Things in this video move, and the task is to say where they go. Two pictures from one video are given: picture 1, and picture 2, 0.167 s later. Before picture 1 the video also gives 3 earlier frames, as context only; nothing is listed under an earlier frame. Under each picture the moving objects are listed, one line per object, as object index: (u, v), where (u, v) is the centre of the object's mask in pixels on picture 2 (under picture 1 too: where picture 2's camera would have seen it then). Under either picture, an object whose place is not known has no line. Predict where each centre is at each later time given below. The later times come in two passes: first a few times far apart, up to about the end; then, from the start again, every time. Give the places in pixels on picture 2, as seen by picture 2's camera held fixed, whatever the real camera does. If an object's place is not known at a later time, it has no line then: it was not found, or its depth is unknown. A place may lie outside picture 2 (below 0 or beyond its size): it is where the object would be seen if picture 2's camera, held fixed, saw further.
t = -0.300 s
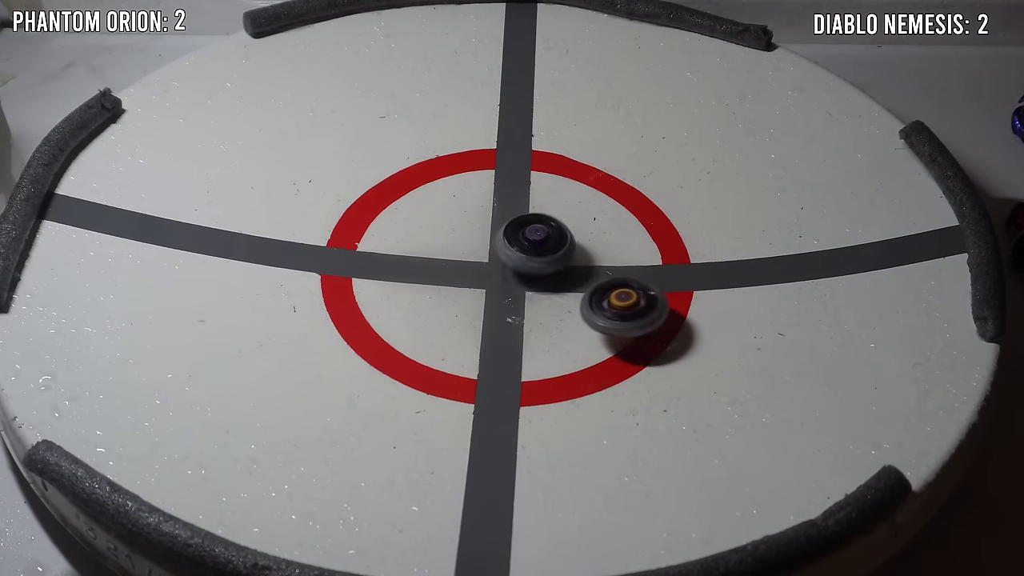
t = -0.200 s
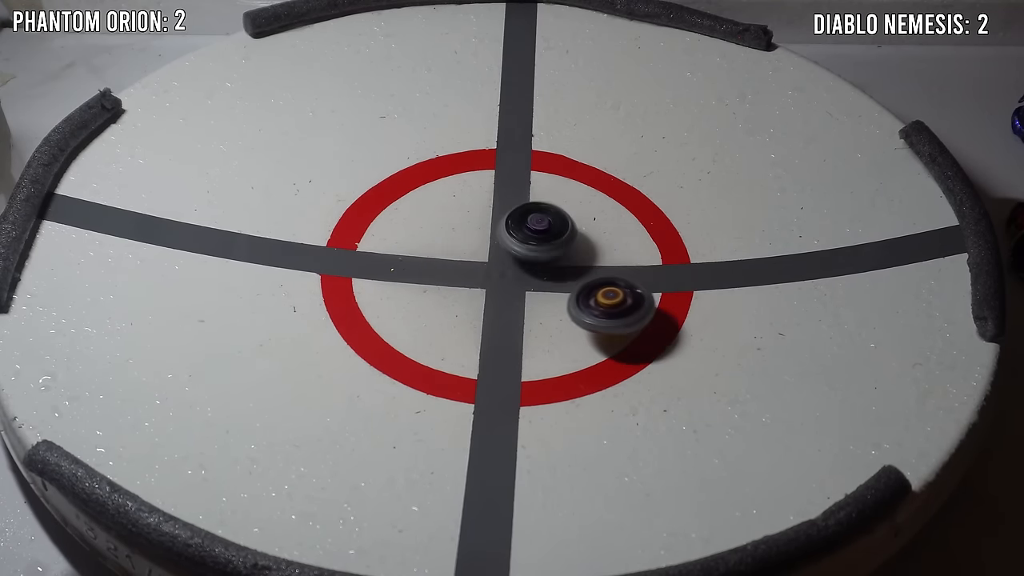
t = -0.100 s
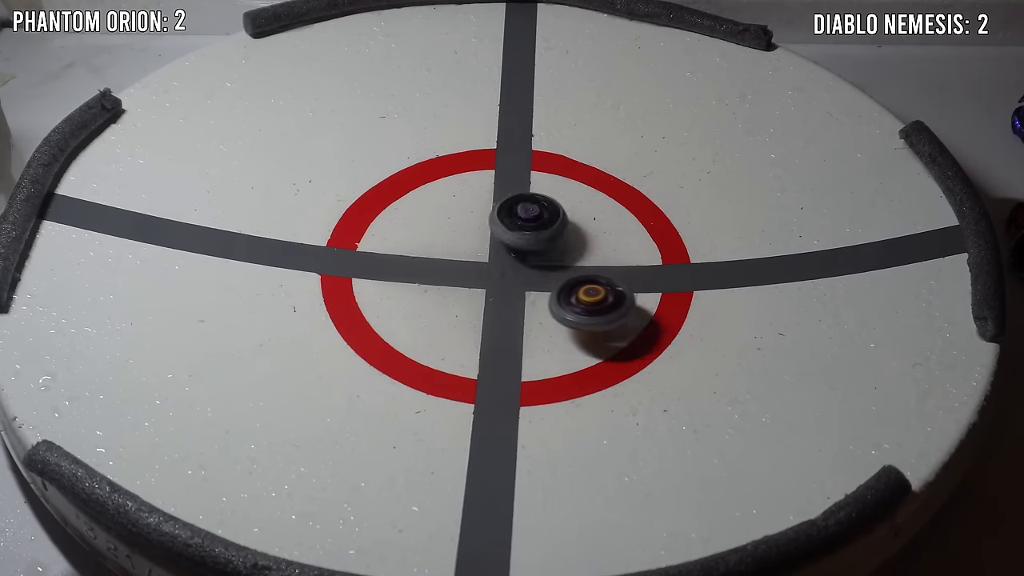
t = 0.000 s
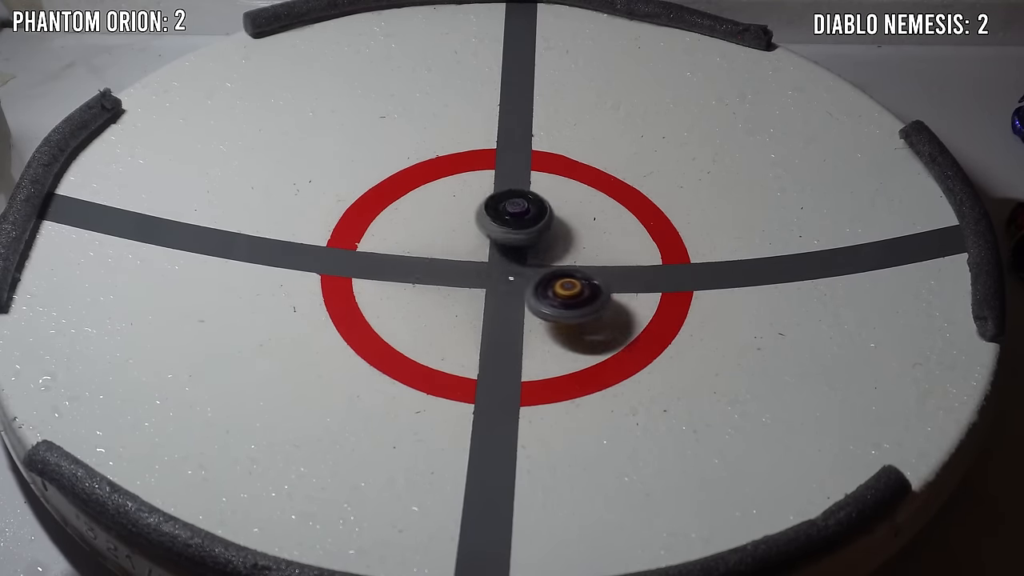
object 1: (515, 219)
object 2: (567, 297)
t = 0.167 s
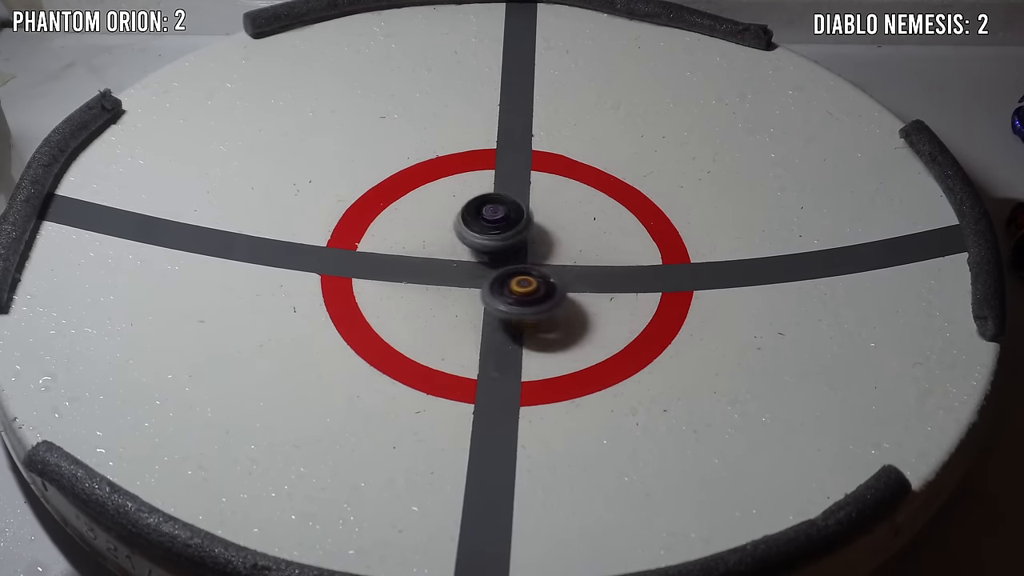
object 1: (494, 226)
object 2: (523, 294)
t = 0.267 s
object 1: (486, 233)
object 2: (497, 290)
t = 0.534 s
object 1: (493, 236)
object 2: (438, 300)
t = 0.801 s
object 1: (508, 242)
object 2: (386, 286)
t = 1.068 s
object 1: (526, 245)
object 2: (348, 265)
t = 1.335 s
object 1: (521, 240)
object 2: (338, 244)
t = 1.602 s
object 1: (499, 243)
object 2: (348, 223)
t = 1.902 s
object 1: (488, 258)
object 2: (379, 204)
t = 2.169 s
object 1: (495, 262)
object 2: (421, 189)
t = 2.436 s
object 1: (501, 249)
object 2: (459, 183)
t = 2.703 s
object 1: (494, 263)
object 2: (479, 150)
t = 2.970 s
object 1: (487, 277)
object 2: (497, 147)
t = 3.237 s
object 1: (490, 272)
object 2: (521, 171)
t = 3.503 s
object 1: (503, 271)
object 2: (551, 201)
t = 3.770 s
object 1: (508, 274)
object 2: (576, 236)
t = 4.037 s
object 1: (502, 271)
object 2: (609, 262)
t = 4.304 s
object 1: (515, 264)
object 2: (619, 281)
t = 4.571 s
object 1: (538, 263)
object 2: (614, 292)
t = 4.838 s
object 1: (535, 247)
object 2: (588, 299)
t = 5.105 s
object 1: (518, 239)
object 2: (549, 307)
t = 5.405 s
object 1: (519, 237)
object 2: (505, 298)
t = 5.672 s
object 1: (527, 240)
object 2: (471, 280)
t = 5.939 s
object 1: (521, 242)
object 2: (438, 254)
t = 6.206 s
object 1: (520, 237)
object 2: (410, 228)
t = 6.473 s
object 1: (523, 232)
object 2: (403, 201)
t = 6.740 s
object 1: (520, 234)
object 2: (406, 183)
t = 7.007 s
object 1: (521, 232)
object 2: (418, 177)
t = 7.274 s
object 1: (521, 232)
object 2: (447, 184)
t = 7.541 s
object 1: (535, 237)
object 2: (450, 186)
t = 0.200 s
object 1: (491, 228)
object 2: (514, 293)
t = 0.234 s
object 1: (488, 231)
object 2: (506, 292)
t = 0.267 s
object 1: (486, 233)
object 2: (497, 290)
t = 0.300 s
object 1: (486, 234)
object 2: (490, 289)
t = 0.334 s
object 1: (486, 235)
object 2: (482, 294)
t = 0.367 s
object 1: (488, 236)
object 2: (475, 298)
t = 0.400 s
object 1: (488, 236)
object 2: (466, 300)
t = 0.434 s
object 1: (489, 235)
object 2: (458, 301)
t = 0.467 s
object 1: (490, 235)
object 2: (451, 301)
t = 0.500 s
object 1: (491, 235)
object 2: (444, 301)
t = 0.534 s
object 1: (493, 236)
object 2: (438, 300)
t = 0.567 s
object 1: (493, 237)
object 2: (431, 298)
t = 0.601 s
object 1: (494, 237)
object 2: (423, 296)
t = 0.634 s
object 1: (496, 239)
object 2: (416, 293)
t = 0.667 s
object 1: (497, 239)
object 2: (409, 292)
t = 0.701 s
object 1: (500, 240)
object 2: (403, 290)
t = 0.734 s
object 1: (501, 241)
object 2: (397, 289)
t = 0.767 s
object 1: (505, 241)
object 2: (392, 287)
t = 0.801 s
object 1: (508, 242)
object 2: (386, 286)
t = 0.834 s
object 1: (509, 241)
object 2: (381, 284)
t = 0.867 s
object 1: (512, 242)
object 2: (376, 282)
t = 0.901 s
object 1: (514, 244)
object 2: (373, 279)
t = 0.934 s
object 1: (517, 244)
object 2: (367, 276)
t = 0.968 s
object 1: (520, 245)
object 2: (363, 272)
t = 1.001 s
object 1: (521, 245)
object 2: (358, 269)
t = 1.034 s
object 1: (525, 245)
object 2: (353, 267)
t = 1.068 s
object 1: (526, 245)
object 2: (348, 265)
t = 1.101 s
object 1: (526, 242)
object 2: (344, 262)
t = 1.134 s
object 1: (528, 240)
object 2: (342, 260)
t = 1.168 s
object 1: (528, 241)
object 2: (342, 258)
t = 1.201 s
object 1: (527, 240)
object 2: (342, 256)
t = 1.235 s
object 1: (527, 238)
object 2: (340, 253)
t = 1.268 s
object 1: (525, 238)
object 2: (338, 250)
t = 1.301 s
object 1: (523, 238)
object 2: (338, 248)
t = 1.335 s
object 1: (521, 240)
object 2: (338, 244)
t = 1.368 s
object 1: (516, 237)
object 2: (338, 241)
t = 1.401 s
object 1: (516, 239)
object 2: (338, 238)
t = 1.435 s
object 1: (513, 238)
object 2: (340, 235)
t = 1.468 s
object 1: (510, 240)
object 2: (341, 232)
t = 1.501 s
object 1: (507, 238)
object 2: (343, 229)
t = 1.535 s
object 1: (504, 240)
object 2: (345, 226)
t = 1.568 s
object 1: (501, 242)
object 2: (346, 224)
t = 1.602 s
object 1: (499, 243)
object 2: (348, 223)
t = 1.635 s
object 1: (494, 246)
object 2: (349, 221)
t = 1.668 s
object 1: (492, 245)
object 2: (352, 219)
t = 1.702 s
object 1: (492, 250)
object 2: (356, 217)
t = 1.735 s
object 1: (490, 251)
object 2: (358, 214)
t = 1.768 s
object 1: (491, 251)
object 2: (362, 212)
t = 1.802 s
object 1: (489, 253)
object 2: (366, 209)
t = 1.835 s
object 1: (487, 255)
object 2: (370, 207)
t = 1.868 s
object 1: (488, 256)
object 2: (374, 206)
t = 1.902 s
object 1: (488, 258)
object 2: (379, 204)
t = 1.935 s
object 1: (487, 259)
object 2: (384, 202)
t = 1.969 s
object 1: (488, 260)
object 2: (389, 200)
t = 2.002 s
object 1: (488, 261)
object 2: (395, 198)
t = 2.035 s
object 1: (488, 262)
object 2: (400, 196)
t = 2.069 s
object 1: (491, 262)
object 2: (404, 194)
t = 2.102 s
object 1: (492, 263)
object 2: (409, 192)
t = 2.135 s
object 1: (493, 263)
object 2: (415, 190)
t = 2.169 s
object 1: (495, 262)
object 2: (421, 189)
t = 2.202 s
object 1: (497, 262)
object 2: (426, 188)
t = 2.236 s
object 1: (498, 261)
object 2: (431, 186)
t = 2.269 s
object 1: (501, 259)
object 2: (436, 185)
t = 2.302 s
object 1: (502, 258)
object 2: (441, 185)
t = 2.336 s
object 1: (502, 256)
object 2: (446, 184)
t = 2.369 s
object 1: (501, 253)
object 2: (450, 184)
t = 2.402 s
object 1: (502, 251)
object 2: (454, 183)
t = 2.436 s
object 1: (501, 249)
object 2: (459, 183)
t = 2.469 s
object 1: (498, 246)
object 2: (462, 184)
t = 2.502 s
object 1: (497, 245)
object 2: (467, 184)
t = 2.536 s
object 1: (495, 244)
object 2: (471, 184)
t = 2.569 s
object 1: (493, 248)
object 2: (473, 179)
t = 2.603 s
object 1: (494, 256)
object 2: (475, 167)
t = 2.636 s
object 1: (492, 260)
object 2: (475, 159)
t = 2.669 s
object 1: (492, 261)
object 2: (477, 153)
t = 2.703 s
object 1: (494, 263)
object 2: (479, 150)
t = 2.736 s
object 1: (492, 267)
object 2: (481, 148)
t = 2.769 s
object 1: (488, 271)
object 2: (484, 147)
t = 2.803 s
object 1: (487, 271)
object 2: (487, 146)
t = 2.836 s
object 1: (488, 273)
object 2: (489, 145)
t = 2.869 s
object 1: (487, 277)
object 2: (492, 145)
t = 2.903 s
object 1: (483, 278)
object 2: (494, 145)
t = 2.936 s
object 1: (483, 277)
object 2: (496, 145)
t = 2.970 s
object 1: (487, 277)
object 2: (497, 147)
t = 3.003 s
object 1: (487, 279)
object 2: (499, 150)
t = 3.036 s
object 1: (486, 277)
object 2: (502, 152)
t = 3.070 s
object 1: (486, 275)
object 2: (505, 155)
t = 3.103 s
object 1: (487, 276)
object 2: (507, 158)
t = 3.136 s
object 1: (485, 274)
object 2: (510, 161)
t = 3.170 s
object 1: (486, 271)
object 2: (513, 165)
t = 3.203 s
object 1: (490, 271)
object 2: (517, 168)
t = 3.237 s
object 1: (490, 272)
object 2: (521, 171)
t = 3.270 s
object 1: (489, 271)
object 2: (525, 175)
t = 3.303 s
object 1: (491, 268)
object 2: (529, 178)
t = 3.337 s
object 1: (496, 269)
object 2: (534, 181)
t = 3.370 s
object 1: (496, 270)
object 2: (537, 185)
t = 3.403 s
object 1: (496, 269)
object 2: (540, 189)
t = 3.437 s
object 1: (500, 267)
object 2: (544, 193)
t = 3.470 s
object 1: (503, 269)
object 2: (547, 197)
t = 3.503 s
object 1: (503, 271)
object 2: (551, 201)
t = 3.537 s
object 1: (504, 269)
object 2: (553, 205)
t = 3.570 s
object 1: (508, 269)
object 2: (556, 209)
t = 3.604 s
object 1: (509, 272)
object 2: (559, 214)
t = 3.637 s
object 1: (506, 273)
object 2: (563, 219)
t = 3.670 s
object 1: (507, 271)
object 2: (567, 223)
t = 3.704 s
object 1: (511, 271)
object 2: (571, 227)
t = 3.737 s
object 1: (511, 273)
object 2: (574, 232)
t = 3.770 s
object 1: (508, 274)
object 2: (576, 236)
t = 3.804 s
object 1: (506, 272)
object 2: (579, 241)
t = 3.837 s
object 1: (507, 271)
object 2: (584, 244)
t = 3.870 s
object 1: (504, 273)
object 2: (589, 248)
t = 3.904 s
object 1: (502, 272)
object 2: (595, 251)
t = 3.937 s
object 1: (501, 270)
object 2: (600, 254)
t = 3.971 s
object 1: (503, 269)
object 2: (603, 256)
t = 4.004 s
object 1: (505, 271)
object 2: (607, 259)
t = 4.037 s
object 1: (502, 271)
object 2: (609, 262)
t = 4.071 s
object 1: (501, 269)
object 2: (612, 265)
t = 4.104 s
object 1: (504, 266)
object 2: (614, 267)
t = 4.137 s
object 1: (509, 265)
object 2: (616, 270)
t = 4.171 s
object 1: (511, 265)
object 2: (617, 272)
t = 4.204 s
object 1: (511, 266)
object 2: (617, 274)
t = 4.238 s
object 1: (511, 266)
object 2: (617, 276)
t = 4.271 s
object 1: (513, 265)
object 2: (618, 279)
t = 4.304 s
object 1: (515, 264)
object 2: (619, 281)
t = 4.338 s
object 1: (519, 264)
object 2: (619, 283)
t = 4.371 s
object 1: (522, 266)
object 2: (619, 285)
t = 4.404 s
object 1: (524, 267)
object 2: (619, 287)
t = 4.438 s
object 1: (528, 267)
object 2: (617, 288)
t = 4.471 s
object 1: (531, 266)
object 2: (616, 289)
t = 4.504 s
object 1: (534, 266)
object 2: (614, 290)
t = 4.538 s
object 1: (536, 266)
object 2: (613, 290)
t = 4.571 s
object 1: (538, 263)
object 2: (614, 292)
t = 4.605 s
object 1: (538, 262)
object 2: (613, 294)
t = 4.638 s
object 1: (540, 259)
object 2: (611, 296)
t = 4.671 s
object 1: (540, 258)
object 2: (606, 296)
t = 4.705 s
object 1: (540, 257)
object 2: (604, 297)
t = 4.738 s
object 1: (540, 255)
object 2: (601, 296)
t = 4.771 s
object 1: (538, 253)
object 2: (597, 297)
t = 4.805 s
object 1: (537, 252)
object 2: (593, 298)
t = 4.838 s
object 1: (535, 247)
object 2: (588, 299)
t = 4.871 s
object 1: (531, 246)
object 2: (584, 301)
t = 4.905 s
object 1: (529, 245)
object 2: (580, 302)
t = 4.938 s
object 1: (526, 243)
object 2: (575, 303)
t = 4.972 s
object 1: (526, 245)
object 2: (570, 304)
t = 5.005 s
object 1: (525, 241)
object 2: (566, 305)
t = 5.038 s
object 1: (523, 242)
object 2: (561, 306)
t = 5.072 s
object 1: (521, 241)
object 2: (554, 307)
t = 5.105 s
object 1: (518, 239)
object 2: (549, 307)
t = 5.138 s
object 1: (519, 238)
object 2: (545, 307)
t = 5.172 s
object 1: (524, 238)
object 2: (541, 307)
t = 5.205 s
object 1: (527, 237)
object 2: (536, 306)
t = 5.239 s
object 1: (529, 239)
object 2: (530, 304)
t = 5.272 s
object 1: (526, 239)
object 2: (526, 302)
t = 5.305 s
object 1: (524, 238)
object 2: (521, 301)
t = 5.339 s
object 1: (522, 236)
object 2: (516, 300)
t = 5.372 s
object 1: (520, 237)
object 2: (509, 298)
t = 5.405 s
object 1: (519, 237)
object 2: (505, 298)
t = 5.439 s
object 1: (518, 237)
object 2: (500, 297)
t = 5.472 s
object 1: (520, 237)
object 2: (496, 296)
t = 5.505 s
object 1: (521, 237)
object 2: (491, 293)
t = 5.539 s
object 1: (522, 237)
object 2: (486, 291)
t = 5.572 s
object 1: (525, 238)
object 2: (483, 290)
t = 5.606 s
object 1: (527, 238)
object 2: (480, 288)
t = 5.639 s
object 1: (528, 239)
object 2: (476, 284)
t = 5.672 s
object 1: (527, 240)
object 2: (471, 280)
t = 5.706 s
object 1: (526, 240)
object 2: (466, 277)
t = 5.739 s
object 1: (525, 242)
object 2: (461, 273)
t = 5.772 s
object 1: (525, 242)
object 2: (457, 269)
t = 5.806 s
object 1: (524, 242)
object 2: (453, 267)
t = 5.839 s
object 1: (523, 242)
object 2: (449, 264)
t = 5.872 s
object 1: (522, 242)
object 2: (445, 261)
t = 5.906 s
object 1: (522, 242)
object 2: (442, 257)
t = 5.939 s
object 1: (521, 242)
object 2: (438, 254)
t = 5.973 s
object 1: (521, 242)
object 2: (434, 251)
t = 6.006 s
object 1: (521, 242)
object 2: (430, 248)
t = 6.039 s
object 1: (521, 242)
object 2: (426, 244)
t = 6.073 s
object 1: (521, 242)
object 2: (423, 241)
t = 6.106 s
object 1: (520, 241)
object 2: (420, 237)
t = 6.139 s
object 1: (520, 240)
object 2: (416, 233)
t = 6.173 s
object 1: (520, 239)
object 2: (412, 230)
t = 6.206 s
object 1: (520, 237)
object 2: (410, 228)
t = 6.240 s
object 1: (520, 236)
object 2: (408, 225)
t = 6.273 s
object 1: (520, 235)
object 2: (407, 222)
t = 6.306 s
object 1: (520, 234)
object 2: (407, 219)
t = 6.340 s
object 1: (521, 232)
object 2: (406, 214)
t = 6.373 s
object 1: (522, 231)
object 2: (405, 211)
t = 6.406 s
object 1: (522, 230)
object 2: (404, 207)
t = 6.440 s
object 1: (523, 230)
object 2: (403, 204)
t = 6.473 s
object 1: (523, 232)
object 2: (403, 201)
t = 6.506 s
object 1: (522, 232)
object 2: (402, 198)
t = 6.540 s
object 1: (522, 231)
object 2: (402, 197)
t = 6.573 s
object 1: (521, 231)
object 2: (402, 195)
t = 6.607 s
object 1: (521, 232)
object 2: (403, 192)
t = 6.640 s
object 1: (520, 233)
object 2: (404, 189)
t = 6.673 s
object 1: (520, 234)
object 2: (405, 187)
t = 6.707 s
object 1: (520, 234)
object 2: (405, 186)
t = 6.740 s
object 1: (520, 234)
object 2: (406, 183)
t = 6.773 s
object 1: (520, 234)
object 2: (407, 181)
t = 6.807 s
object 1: (520, 234)
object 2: (408, 180)
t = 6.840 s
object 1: (520, 233)
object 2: (409, 179)
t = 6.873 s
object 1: (521, 232)
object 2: (409, 178)
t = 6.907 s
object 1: (521, 232)
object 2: (411, 178)
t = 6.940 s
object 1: (521, 231)
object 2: (413, 177)
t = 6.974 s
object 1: (521, 231)
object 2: (415, 177)
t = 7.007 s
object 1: (521, 232)
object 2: (418, 177)
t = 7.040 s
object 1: (521, 233)
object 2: (421, 178)
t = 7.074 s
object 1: (521, 233)
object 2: (424, 178)
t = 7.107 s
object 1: (521, 233)
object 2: (428, 178)
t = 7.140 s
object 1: (521, 233)
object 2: (431, 179)
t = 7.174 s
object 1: (521, 232)
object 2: (436, 180)
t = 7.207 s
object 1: (521, 232)
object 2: (439, 181)
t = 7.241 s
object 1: (521, 232)
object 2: (443, 182)
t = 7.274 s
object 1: (521, 232)
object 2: (447, 184)
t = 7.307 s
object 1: (521, 232)
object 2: (451, 186)
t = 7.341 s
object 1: (521, 232)
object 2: (454, 188)
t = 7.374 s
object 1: (521, 232)
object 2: (458, 190)
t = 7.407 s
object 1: (521, 232)
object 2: (462, 194)
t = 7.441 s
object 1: (521, 234)
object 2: (466, 196)
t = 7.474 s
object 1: (522, 233)
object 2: (470, 198)
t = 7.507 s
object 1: (527, 235)
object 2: (462, 191)
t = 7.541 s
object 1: (535, 237)
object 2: (450, 186)
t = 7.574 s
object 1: (543, 241)
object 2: (438, 181)
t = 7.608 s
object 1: (545, 242)
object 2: (428, 179)
